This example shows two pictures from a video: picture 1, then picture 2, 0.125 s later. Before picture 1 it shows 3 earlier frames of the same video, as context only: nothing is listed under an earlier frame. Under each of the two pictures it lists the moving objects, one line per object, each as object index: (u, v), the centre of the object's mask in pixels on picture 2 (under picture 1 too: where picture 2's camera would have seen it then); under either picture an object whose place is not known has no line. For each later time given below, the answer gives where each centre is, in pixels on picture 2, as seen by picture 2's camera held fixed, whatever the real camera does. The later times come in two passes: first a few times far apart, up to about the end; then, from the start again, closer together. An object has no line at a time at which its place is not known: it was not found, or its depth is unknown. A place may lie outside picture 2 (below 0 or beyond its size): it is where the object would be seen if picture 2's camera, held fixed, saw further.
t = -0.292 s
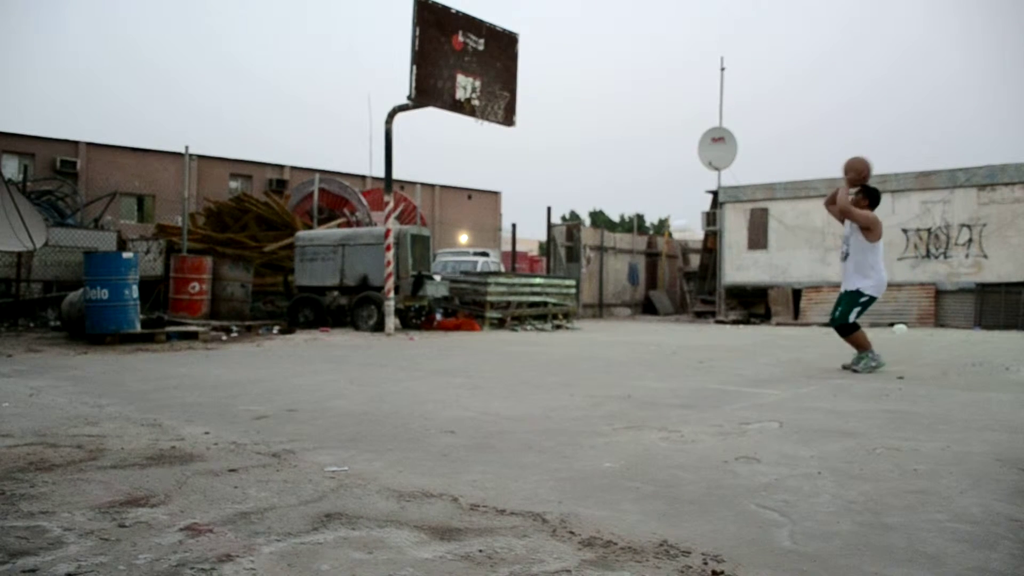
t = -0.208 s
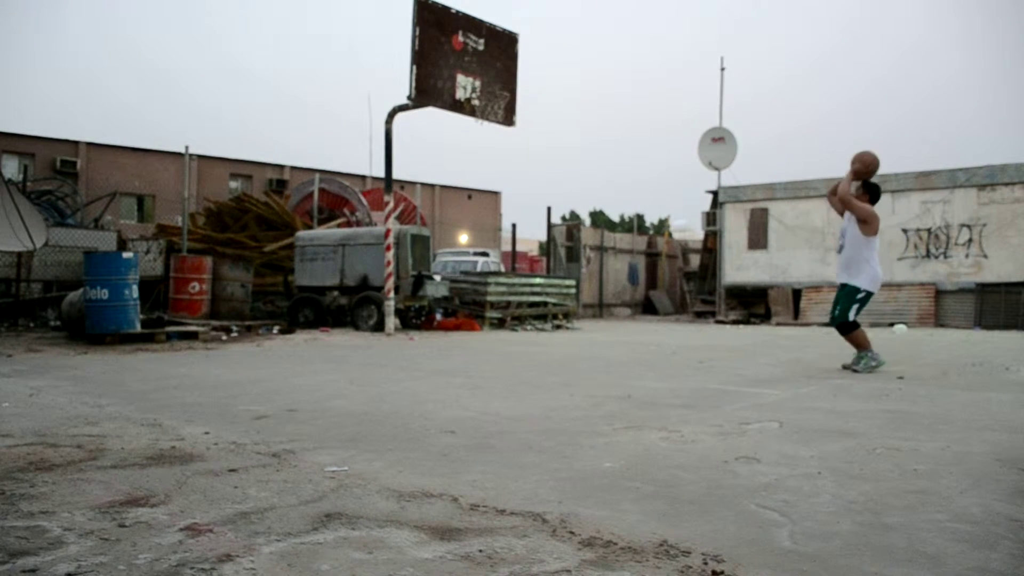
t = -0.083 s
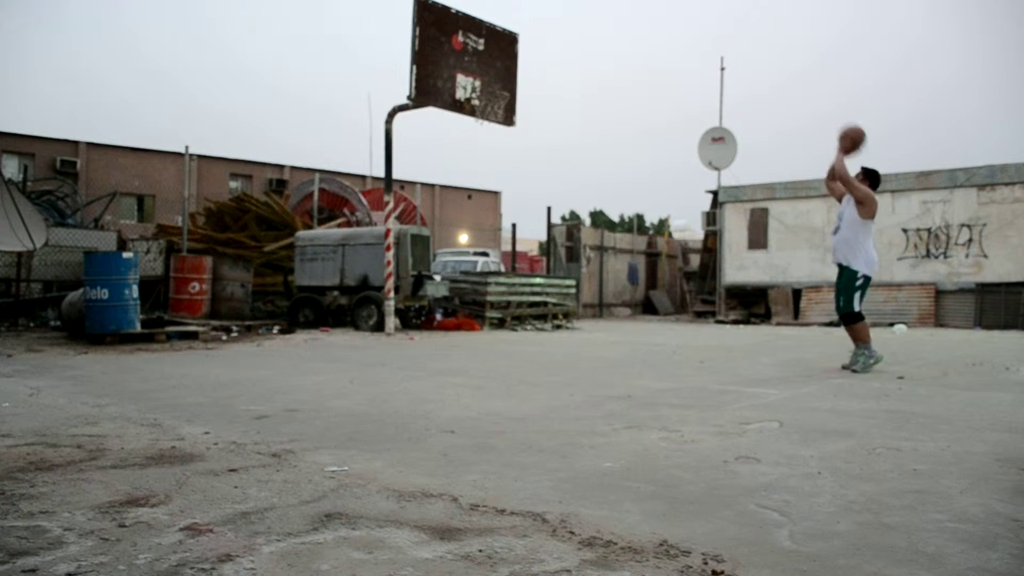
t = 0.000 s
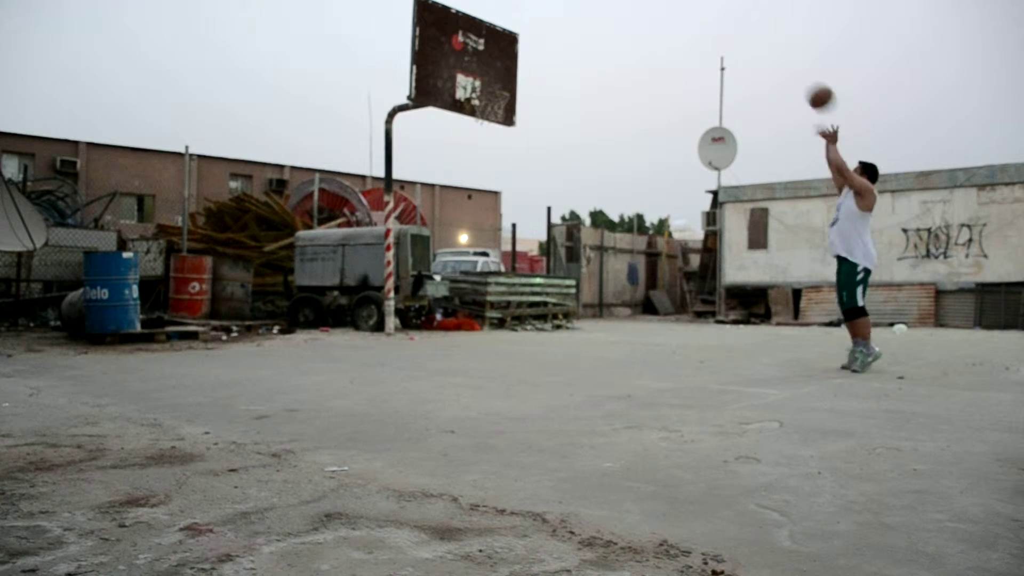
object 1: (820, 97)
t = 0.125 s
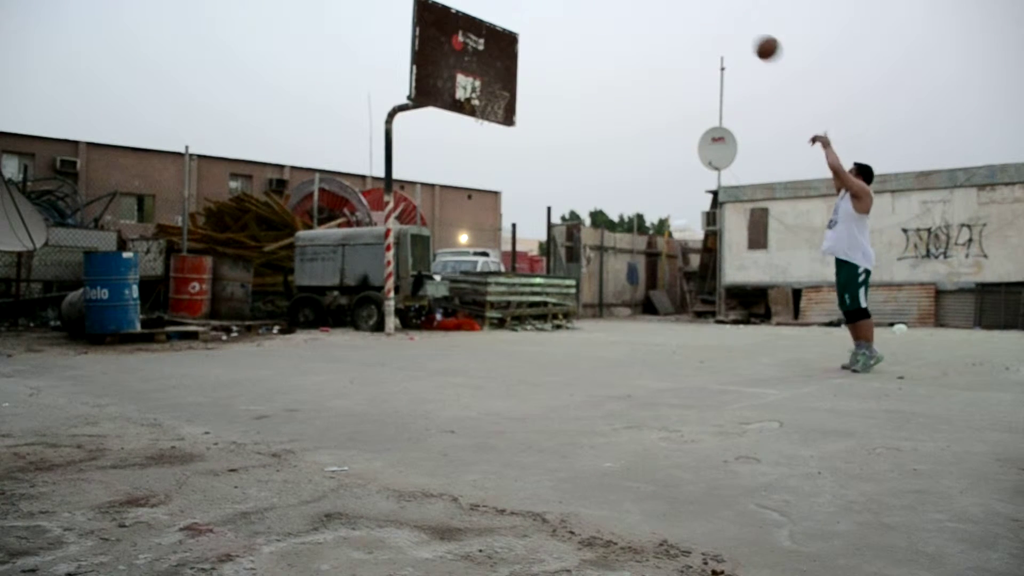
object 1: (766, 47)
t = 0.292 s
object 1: (701, 11)
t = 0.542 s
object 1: (616, 10)
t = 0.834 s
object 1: (530, 73)
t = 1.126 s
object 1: (556, 179)
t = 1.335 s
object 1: (595, 305)
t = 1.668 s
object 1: (663, 231)
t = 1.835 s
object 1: (698, 196)
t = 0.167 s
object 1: (750, 35)
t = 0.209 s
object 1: (733, 26)
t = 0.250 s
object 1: (717, 18)
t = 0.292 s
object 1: (701, 11)
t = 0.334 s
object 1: (686, 9)
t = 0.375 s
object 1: (671, 7)
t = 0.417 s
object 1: (657, 7)
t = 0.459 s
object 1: (642, 7)
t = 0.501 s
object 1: (629, 8)
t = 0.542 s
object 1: (616, 10)
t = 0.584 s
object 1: (603, 15)
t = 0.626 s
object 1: (589, 21)
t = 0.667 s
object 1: (577, 29)
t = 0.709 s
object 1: (565, 38)
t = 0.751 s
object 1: (553, 48)
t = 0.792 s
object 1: (541, 60)
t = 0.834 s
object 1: (530, 73)
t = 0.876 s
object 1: (518, 88)
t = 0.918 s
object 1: (517, 100)
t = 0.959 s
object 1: (525, 113)
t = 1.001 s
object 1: (532, 127)
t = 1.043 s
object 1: (540, 142)
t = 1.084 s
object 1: (548, 160)
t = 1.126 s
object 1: (556, 179)
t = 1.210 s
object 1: (571, 226)
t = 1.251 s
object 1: (579, 248)
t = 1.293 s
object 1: (587, 275)
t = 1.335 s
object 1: (595, 305)
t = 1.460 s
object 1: (617, 309)
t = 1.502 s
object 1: (627, 292)
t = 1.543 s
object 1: (636, 275)
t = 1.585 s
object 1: (646, 258)
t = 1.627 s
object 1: (654, 244)
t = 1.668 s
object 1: (663, 231)
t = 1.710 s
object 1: (672, 220)
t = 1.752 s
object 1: (681, 211)
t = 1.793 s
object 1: (689, 202)
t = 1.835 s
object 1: (698, 196)
